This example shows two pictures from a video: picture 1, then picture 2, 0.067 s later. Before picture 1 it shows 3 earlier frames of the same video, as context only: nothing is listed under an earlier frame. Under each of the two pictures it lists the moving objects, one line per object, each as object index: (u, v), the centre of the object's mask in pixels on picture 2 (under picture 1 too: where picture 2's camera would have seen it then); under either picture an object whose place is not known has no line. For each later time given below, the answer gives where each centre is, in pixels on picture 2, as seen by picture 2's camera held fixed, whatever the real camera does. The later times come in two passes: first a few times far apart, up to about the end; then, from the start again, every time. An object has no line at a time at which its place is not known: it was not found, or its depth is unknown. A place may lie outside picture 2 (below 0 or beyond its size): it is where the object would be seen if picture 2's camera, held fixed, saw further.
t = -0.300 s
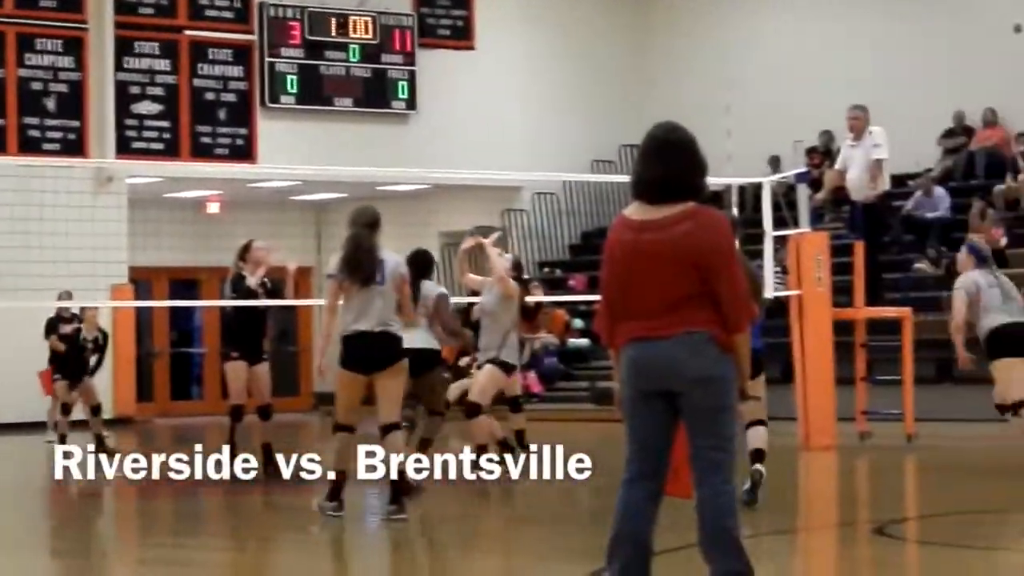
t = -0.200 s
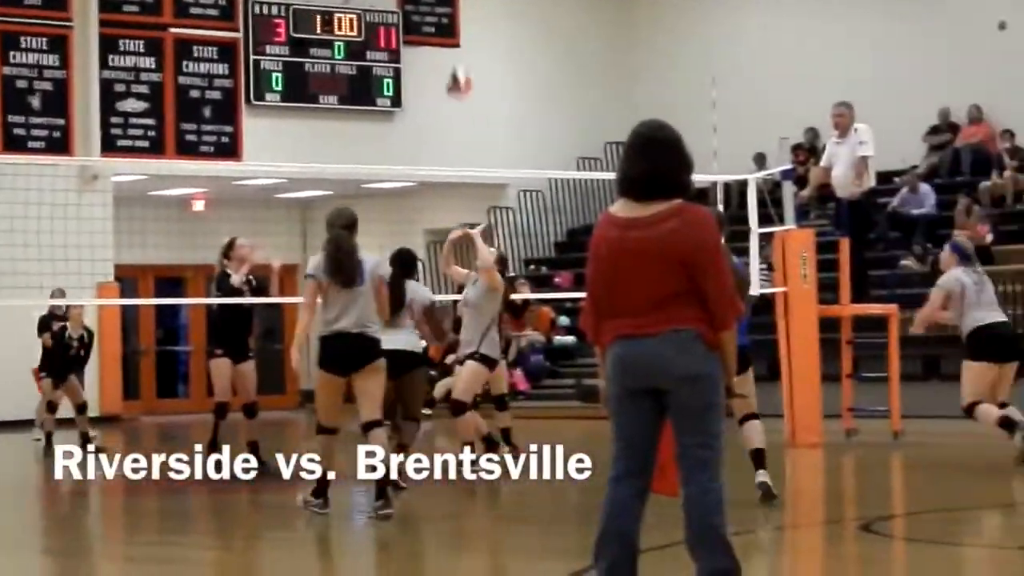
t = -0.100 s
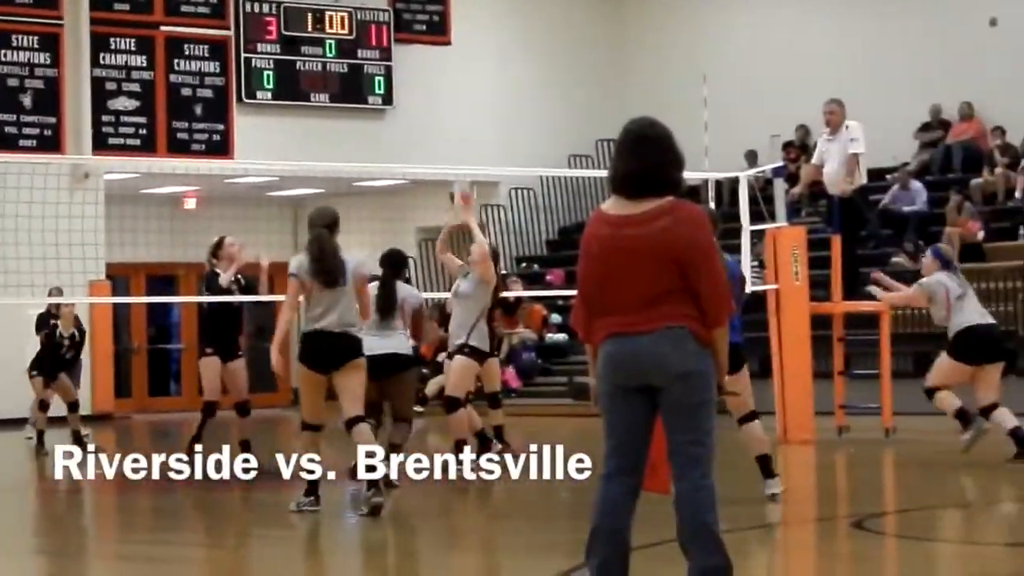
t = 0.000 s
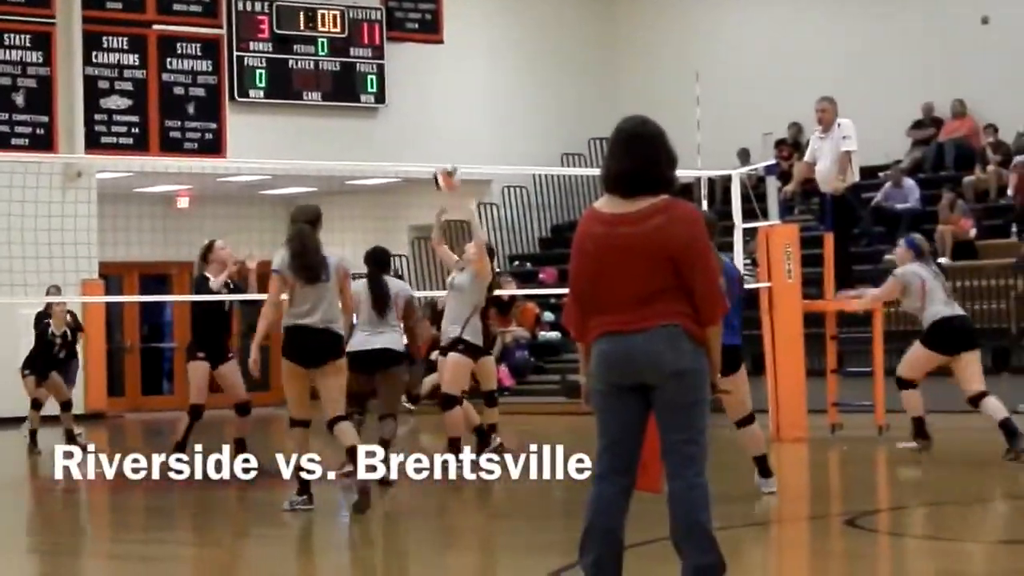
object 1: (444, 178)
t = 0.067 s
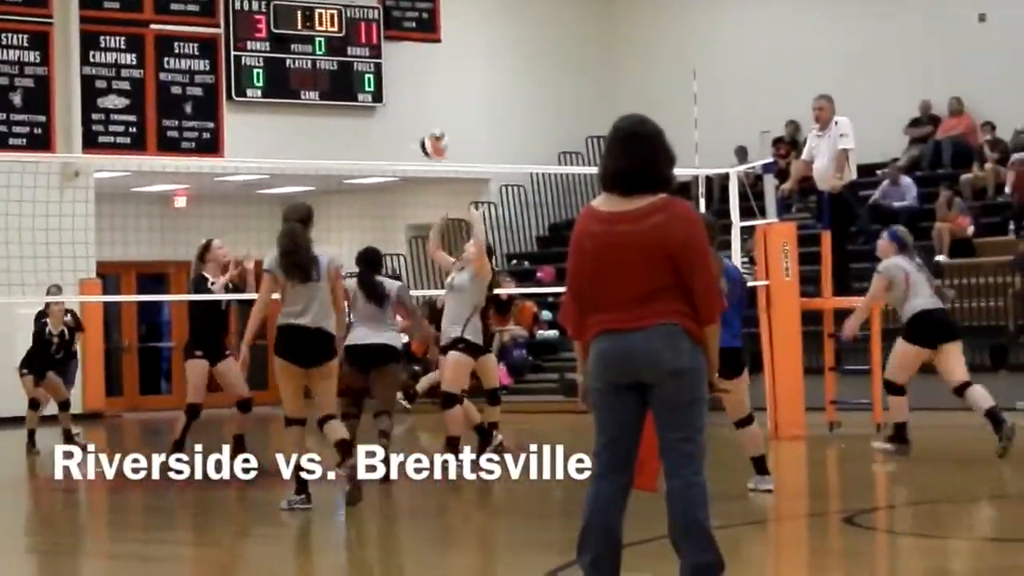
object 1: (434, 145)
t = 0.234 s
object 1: (410, 91)
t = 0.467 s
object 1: (377, 77)
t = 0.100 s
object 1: (429, 132)
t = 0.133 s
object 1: (424, 120)
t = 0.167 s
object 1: (419, 109)
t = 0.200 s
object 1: (415, 99)
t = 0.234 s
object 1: (410, 91)
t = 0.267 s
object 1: (405, 84)
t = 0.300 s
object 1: (401, 80)
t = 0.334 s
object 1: (396, 76)
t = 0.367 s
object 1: (393, 74)
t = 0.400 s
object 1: (387, 74)
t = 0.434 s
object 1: (382, 75)
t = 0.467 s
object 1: (377, 77)
